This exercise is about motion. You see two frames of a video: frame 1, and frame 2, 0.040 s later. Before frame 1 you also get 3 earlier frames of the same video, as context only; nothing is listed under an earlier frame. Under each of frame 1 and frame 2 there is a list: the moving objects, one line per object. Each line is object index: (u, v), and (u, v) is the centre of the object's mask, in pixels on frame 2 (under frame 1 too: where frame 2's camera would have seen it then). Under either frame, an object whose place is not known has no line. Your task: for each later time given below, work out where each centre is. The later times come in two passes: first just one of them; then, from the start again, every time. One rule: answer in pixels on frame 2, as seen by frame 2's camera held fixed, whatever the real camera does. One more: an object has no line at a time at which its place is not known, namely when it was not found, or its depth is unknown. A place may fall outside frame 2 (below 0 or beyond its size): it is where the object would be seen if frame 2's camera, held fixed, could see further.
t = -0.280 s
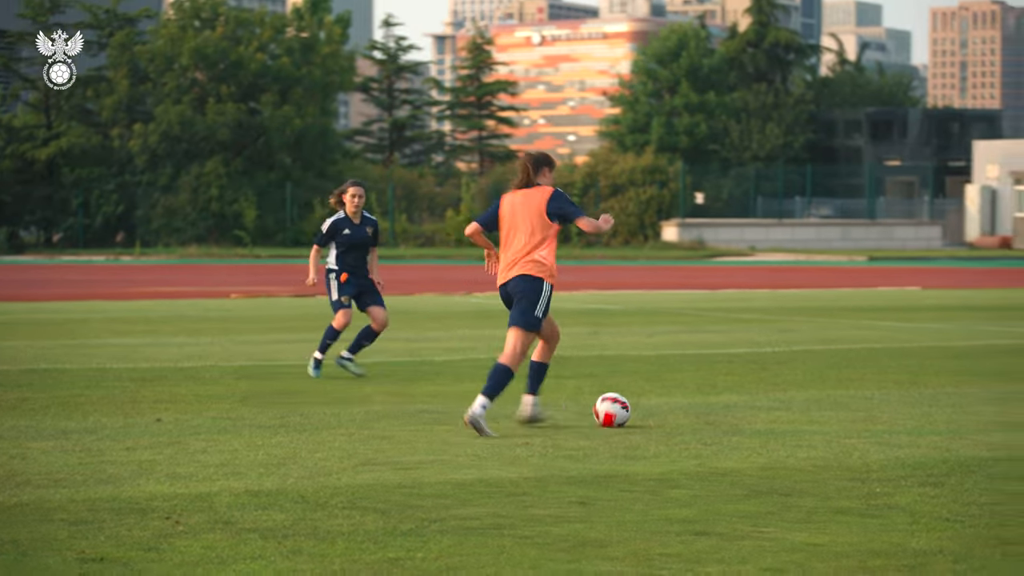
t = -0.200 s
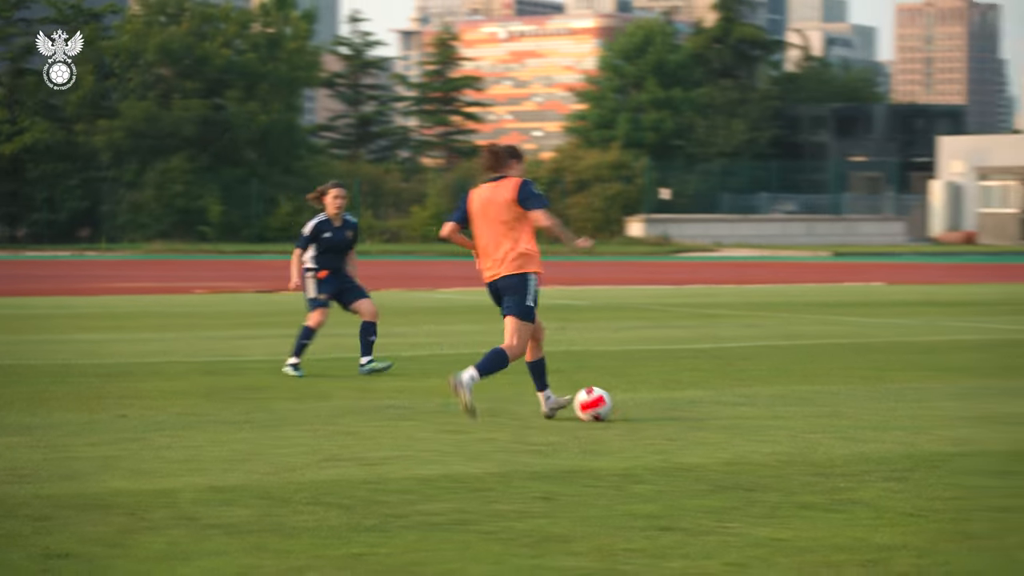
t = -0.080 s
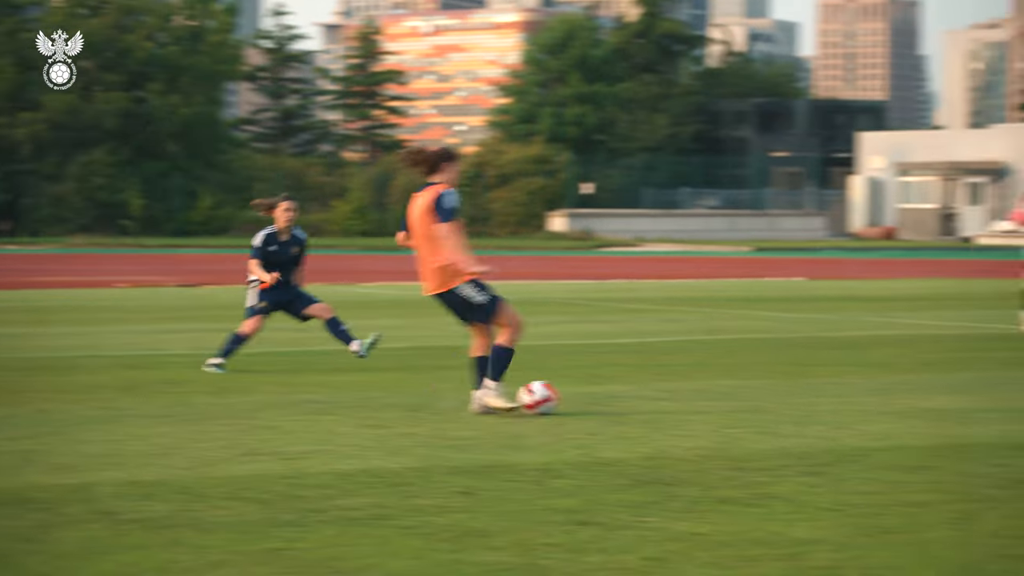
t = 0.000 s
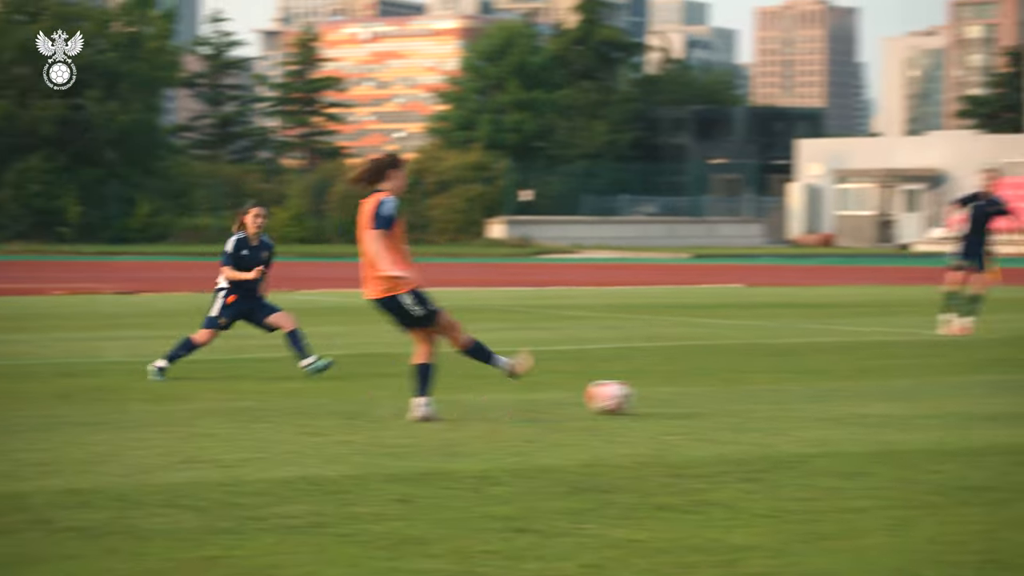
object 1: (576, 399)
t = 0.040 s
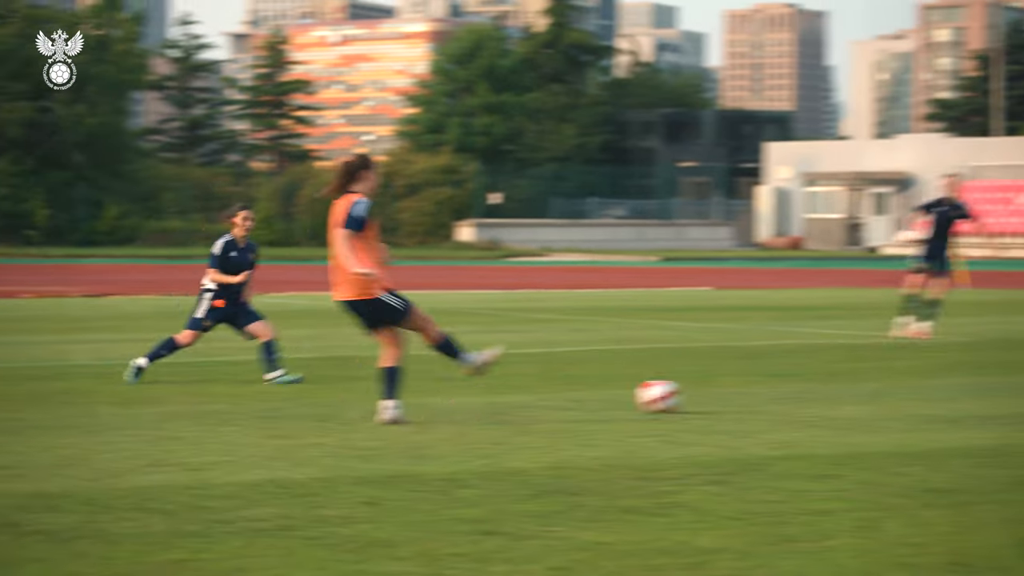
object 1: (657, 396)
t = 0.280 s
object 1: (1039, 385)
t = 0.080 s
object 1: (732, 395)
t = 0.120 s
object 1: (801, 391)
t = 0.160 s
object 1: (863, 387)
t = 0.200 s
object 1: (923, 385)
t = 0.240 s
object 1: (982, 384)
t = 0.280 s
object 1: (1039, 385)
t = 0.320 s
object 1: (1092, 379)
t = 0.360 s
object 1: (1143, 374)
